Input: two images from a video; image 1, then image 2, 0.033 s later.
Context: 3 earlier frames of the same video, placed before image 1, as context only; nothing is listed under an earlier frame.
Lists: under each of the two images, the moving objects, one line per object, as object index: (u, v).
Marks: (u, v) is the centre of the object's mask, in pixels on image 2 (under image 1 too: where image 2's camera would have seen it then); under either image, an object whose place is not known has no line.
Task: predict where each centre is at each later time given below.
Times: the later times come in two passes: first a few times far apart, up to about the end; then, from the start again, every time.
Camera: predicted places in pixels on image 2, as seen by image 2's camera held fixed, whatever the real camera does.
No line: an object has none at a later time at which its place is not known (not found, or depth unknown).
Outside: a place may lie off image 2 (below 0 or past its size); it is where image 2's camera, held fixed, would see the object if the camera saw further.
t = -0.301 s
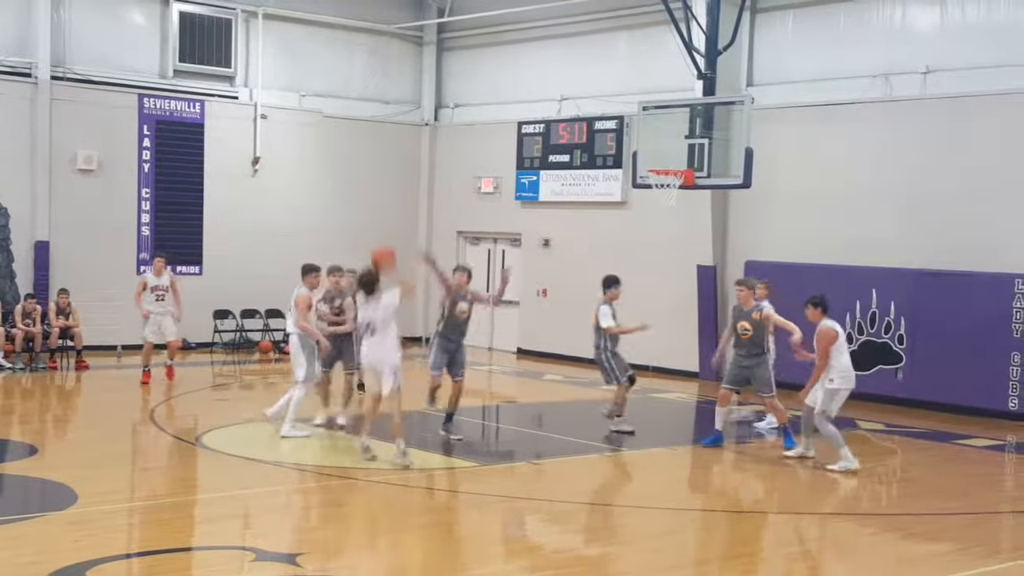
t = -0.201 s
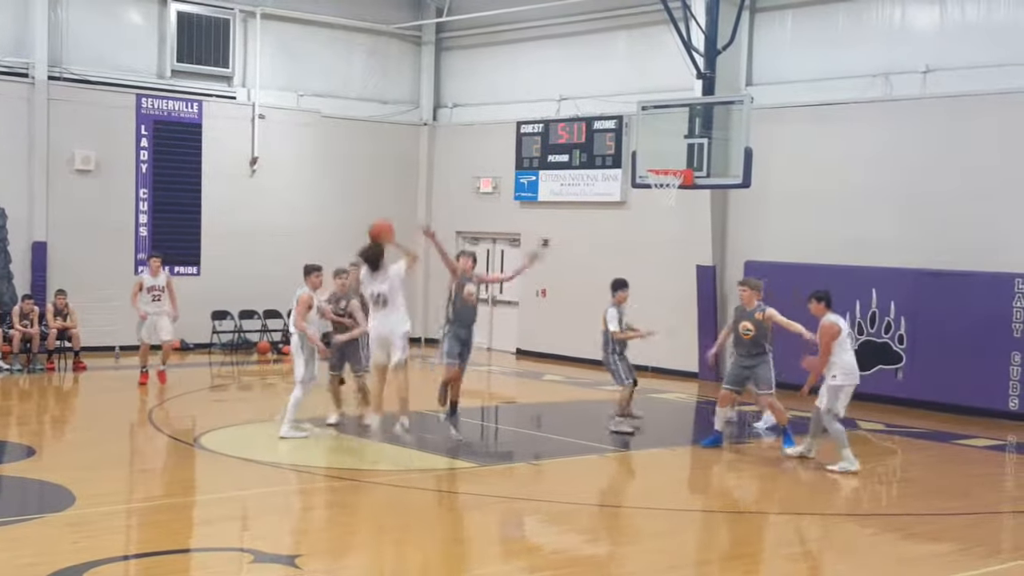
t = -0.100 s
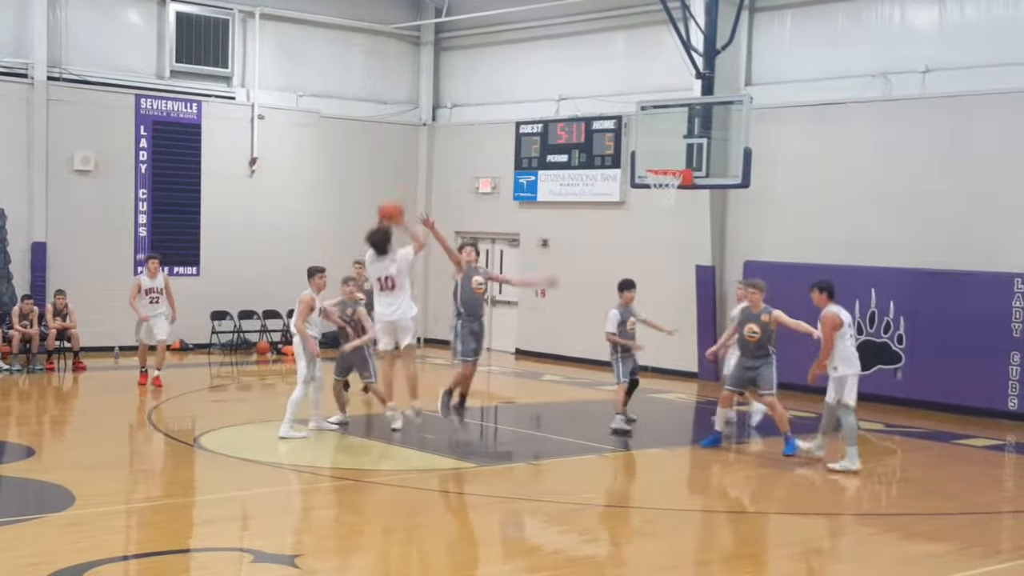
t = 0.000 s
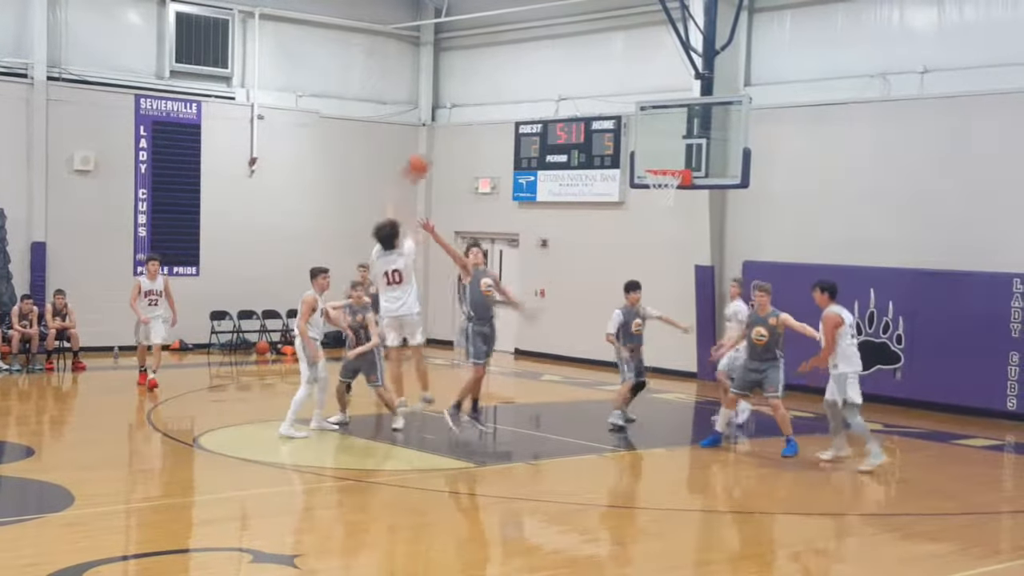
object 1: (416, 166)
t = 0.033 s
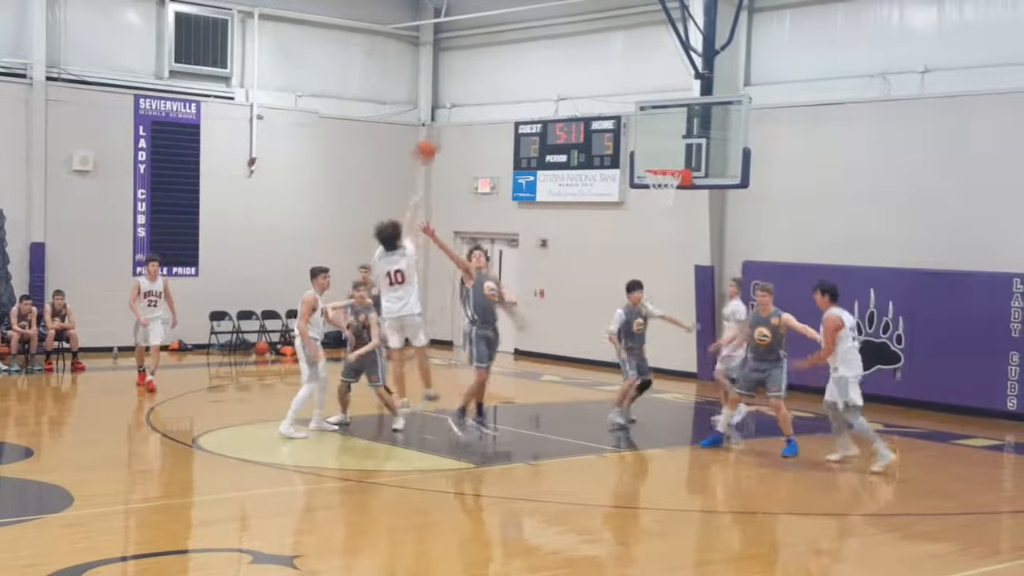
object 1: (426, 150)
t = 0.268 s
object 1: (490, 64)
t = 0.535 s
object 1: (553, 39)
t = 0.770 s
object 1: (598, 71)
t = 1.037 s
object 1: (643, 156)
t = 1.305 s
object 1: (670, 126)
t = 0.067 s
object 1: (436, 134)
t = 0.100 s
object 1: (444, 118)
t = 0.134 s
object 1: (454, 105)
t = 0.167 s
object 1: (463, 93)
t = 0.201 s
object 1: (473, 82)
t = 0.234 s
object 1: (481, 73)
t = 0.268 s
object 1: (490, 64)
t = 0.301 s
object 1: (499, 58)
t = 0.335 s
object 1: (507, 51)
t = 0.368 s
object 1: (515, 47)
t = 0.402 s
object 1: (524, 43)
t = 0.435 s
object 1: (531, 41)
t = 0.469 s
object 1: (539, 40)
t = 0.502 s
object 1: (546, 39)
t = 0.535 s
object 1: (553, 39)
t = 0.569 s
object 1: (560, 41)
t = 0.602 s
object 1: (567, 44)
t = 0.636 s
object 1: (573, 48)
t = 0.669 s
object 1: (579, 52)
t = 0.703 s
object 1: (586, 57)
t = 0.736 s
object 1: (592, 64)
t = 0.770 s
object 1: (598, 71)
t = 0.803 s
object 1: (605, 79)
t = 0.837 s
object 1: (610, 87)
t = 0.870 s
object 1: (616, 96)
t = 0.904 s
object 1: (622, 108)
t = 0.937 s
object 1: (627, 119)
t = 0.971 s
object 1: (632, 130)
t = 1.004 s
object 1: (638, 143)
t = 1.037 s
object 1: (643, 156)
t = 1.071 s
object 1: (647, 161)
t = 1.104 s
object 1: (653, 154)
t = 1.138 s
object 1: (658, 148)
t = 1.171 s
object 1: (664, 142)
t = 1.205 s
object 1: (669, 138)
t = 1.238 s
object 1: (674, 134)
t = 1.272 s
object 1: (672, 129)
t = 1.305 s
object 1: (670, 126)
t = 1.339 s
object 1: (667, 122)
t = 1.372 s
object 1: (665, 120)
